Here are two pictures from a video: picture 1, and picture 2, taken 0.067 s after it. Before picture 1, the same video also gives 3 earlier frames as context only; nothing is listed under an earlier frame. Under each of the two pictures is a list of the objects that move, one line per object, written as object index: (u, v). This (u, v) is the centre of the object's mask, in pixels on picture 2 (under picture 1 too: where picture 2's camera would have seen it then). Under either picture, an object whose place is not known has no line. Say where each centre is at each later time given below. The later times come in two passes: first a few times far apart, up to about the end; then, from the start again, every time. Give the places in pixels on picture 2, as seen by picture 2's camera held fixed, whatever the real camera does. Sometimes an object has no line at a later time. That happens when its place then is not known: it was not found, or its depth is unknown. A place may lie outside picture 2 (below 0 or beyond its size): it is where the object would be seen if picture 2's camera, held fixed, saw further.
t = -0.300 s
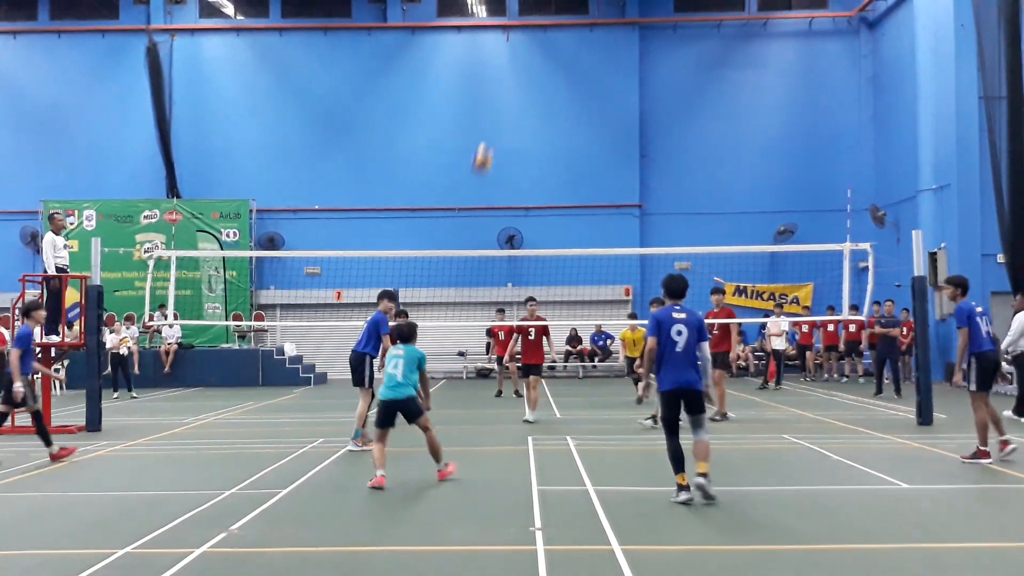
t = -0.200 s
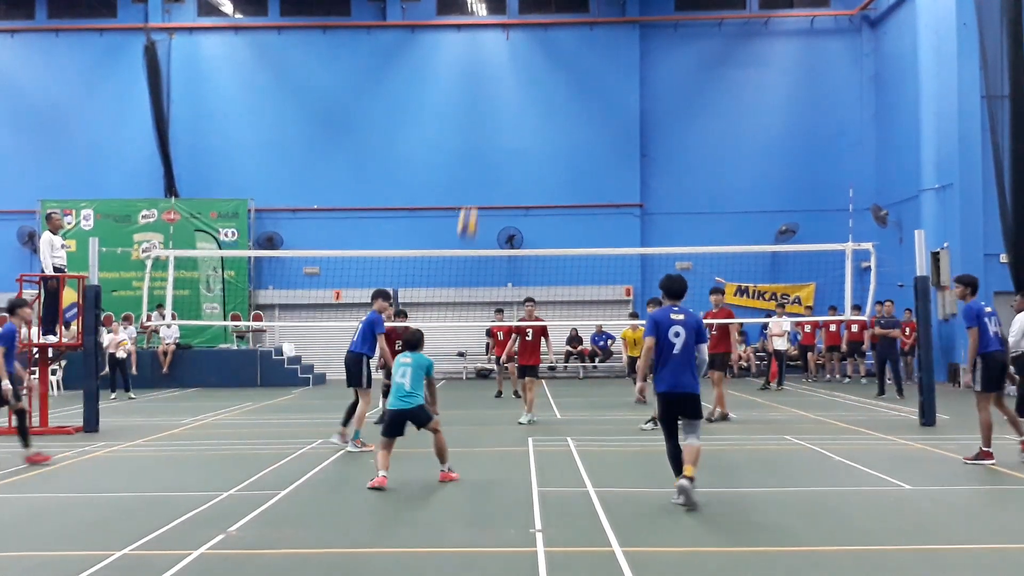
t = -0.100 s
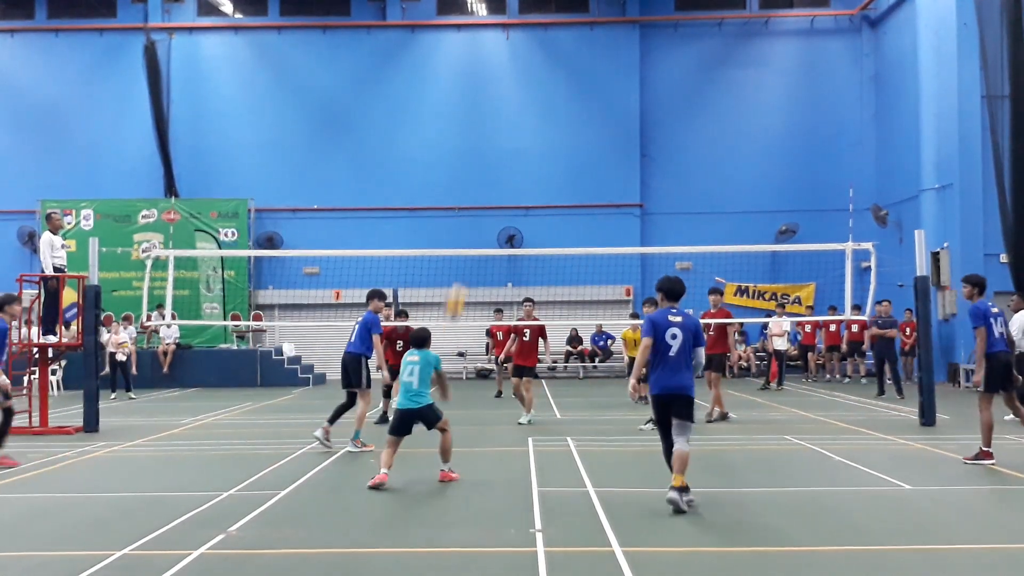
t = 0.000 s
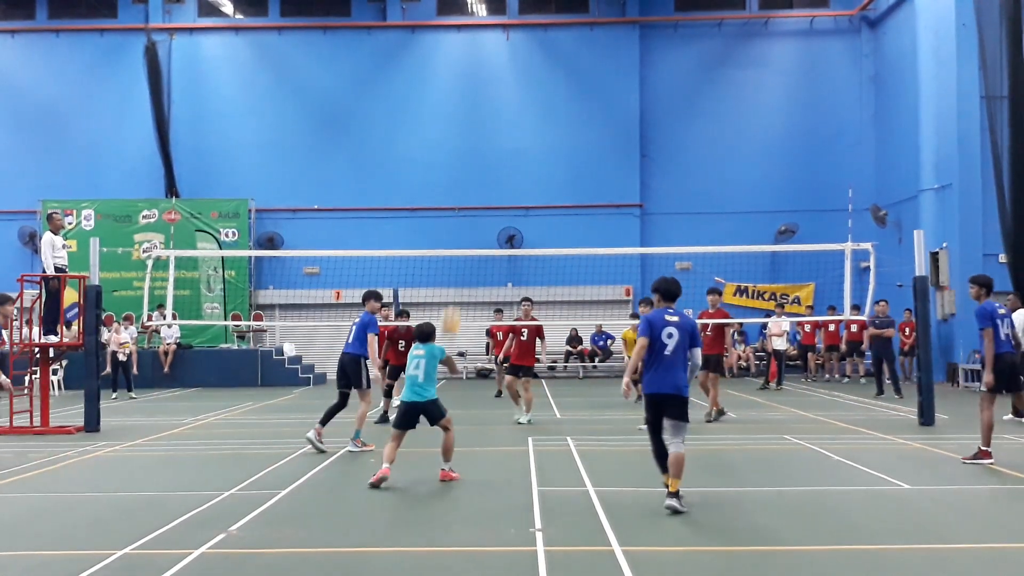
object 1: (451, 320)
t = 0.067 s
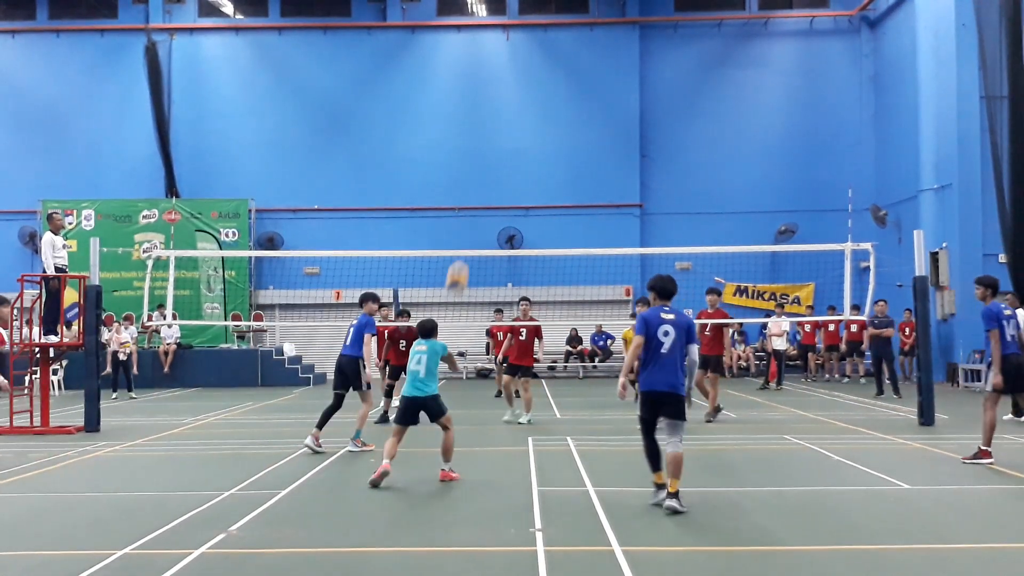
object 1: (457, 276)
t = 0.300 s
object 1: (479, 163)
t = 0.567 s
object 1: (501, 112)
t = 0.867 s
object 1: (524, 132)
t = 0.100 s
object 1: (461, 255)
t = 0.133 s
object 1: (464, 236)
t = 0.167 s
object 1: (467, 219)
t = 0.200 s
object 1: (470, 203)
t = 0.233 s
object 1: (473, 188)
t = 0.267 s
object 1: (476, 174)
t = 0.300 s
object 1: (479, 163)
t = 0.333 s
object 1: (482, 152)
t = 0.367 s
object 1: (485, 143)
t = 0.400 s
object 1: (488, 135)
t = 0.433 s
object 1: (490, 128)
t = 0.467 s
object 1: (493, 123)
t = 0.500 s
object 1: (496, 118)
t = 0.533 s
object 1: (499, 114)
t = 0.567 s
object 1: (501, 112)
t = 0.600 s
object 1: (504, 111)
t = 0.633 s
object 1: (507, 110)
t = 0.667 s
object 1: (509, 111)
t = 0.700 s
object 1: (512, 112)
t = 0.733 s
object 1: (514, 114)
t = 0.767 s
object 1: (517, 118)
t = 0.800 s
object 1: (519, 121)
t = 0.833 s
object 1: (522, 126)
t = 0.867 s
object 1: (524, 132)
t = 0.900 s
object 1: (526, 138)
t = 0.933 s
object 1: (528, 145)
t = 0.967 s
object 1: (530, 153)
